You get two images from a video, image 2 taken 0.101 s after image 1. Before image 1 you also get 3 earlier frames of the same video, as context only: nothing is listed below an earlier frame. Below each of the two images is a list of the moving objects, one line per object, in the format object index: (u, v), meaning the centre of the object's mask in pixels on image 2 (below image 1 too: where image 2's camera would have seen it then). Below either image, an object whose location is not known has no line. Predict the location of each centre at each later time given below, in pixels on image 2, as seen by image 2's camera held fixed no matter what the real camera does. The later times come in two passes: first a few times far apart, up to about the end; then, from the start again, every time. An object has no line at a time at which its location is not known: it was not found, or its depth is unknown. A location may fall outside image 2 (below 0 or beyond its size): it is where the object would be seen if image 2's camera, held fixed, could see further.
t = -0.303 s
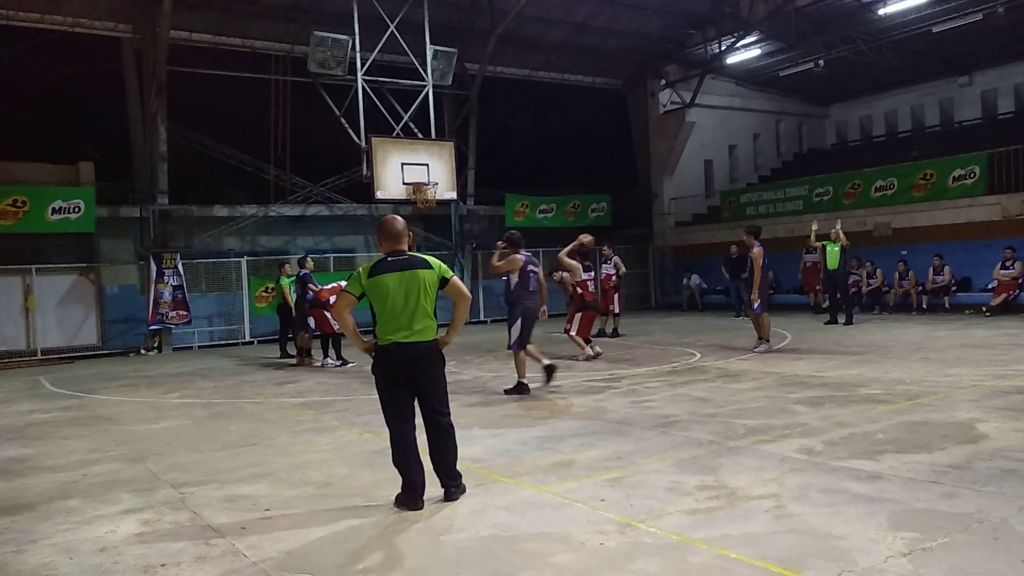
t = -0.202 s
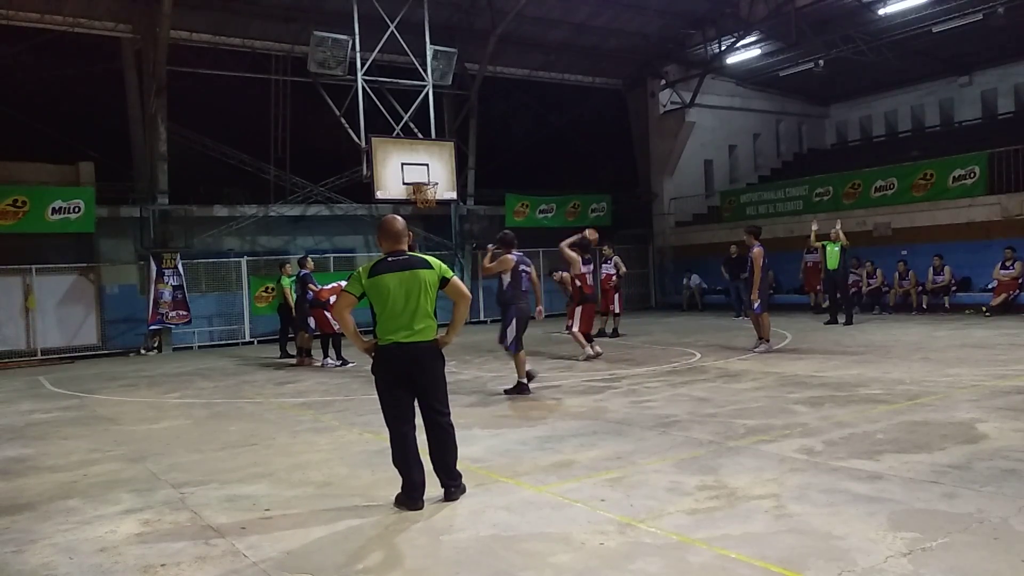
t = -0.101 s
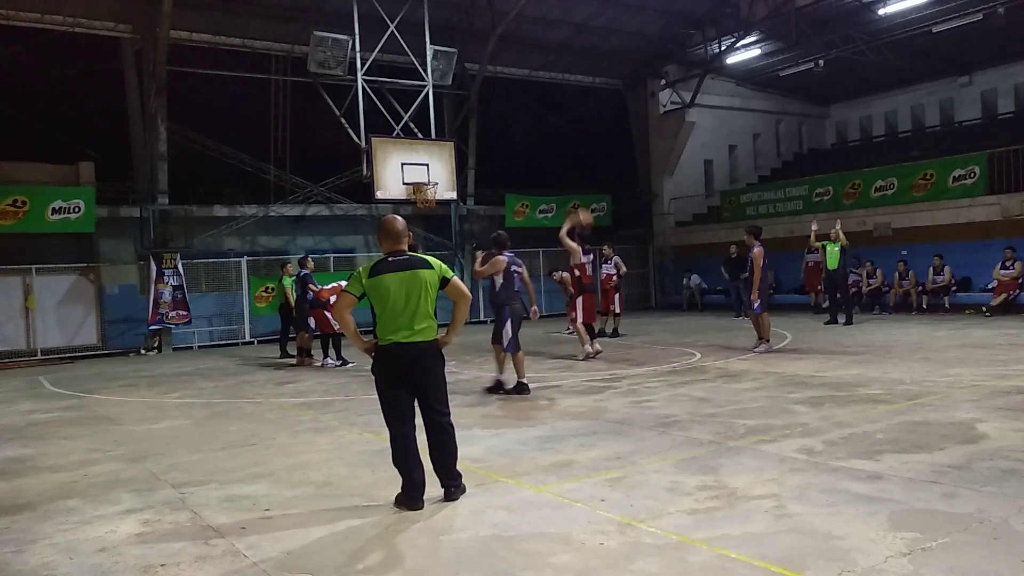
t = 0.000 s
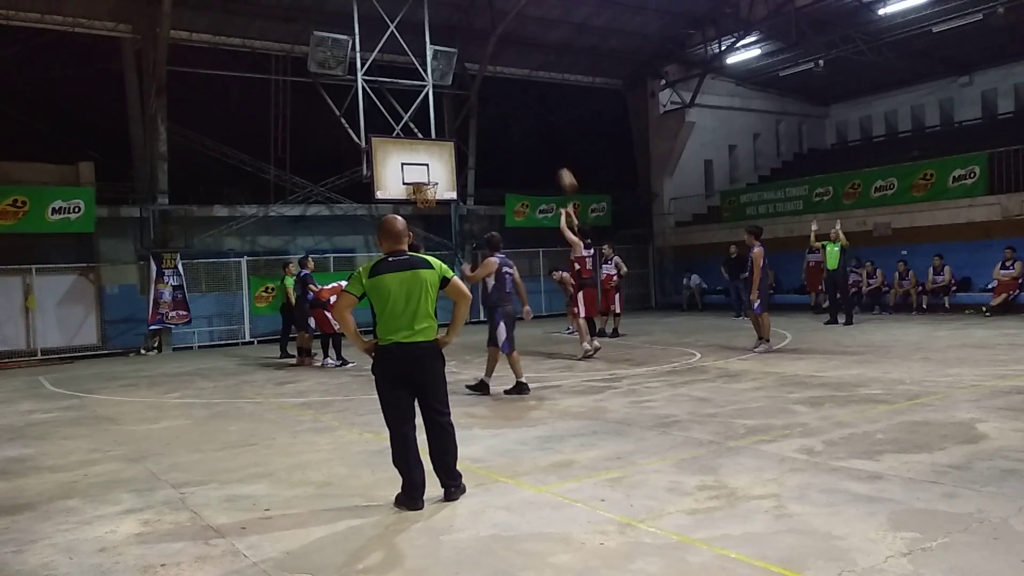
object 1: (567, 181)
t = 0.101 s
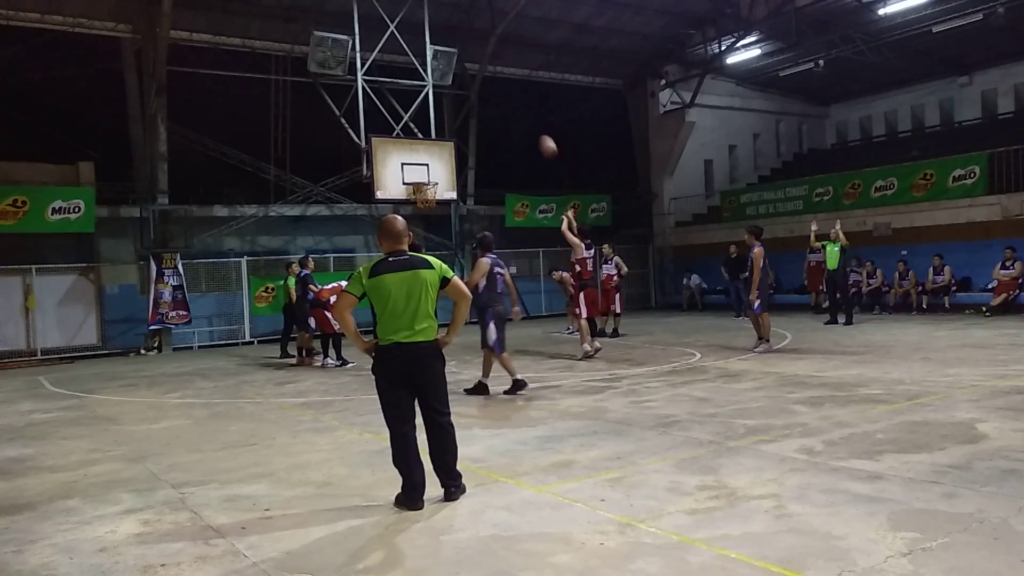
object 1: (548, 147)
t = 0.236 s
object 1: (524, 114)
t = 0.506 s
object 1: (484, 88)
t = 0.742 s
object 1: (456, 102)
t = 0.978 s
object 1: (431, 144)
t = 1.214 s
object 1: (410, 161)
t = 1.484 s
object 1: (386, 144)
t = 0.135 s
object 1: (541, 137)
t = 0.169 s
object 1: (535, 129)
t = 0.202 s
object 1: (530, 121)
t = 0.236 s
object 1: (524, 114)
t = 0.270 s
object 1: (518, 108)
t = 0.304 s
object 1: (513, 103)
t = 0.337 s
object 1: (508, 99)
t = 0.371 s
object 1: (503, 95)
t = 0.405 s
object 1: (498, 92)
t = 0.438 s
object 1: (493, 90)
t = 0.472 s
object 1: (489, 89)
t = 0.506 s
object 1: (484, 88)
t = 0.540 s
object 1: (479, 88)
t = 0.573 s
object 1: (475, 89)
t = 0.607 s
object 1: (471, 90)
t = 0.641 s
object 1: (467, 92)
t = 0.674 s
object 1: (463, 95)
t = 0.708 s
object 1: (459, 98)
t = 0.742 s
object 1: (456, 102)
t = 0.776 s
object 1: (452, 106)
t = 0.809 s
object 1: (448, 111)
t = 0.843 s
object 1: (445, 117)
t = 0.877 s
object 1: (442, 123)
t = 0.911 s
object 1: (438, 129)
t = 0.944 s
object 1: (435, 135)
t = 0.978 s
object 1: (431, 144)
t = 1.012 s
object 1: (428, 152)
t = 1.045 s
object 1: (424, 161)
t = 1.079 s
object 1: (422, 170)
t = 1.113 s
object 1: (419, 176)
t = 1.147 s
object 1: (416, 171)
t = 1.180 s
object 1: (413, 166)
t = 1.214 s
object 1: (410, 161)
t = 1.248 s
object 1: (406, 158)
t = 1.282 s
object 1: (403, 153)
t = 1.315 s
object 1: (400, 150)
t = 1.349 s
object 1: (398, 147)
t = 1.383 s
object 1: (395, 146)
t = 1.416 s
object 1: (392, 144)
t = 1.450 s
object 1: (389, 144)
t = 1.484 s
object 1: (386, 144)
